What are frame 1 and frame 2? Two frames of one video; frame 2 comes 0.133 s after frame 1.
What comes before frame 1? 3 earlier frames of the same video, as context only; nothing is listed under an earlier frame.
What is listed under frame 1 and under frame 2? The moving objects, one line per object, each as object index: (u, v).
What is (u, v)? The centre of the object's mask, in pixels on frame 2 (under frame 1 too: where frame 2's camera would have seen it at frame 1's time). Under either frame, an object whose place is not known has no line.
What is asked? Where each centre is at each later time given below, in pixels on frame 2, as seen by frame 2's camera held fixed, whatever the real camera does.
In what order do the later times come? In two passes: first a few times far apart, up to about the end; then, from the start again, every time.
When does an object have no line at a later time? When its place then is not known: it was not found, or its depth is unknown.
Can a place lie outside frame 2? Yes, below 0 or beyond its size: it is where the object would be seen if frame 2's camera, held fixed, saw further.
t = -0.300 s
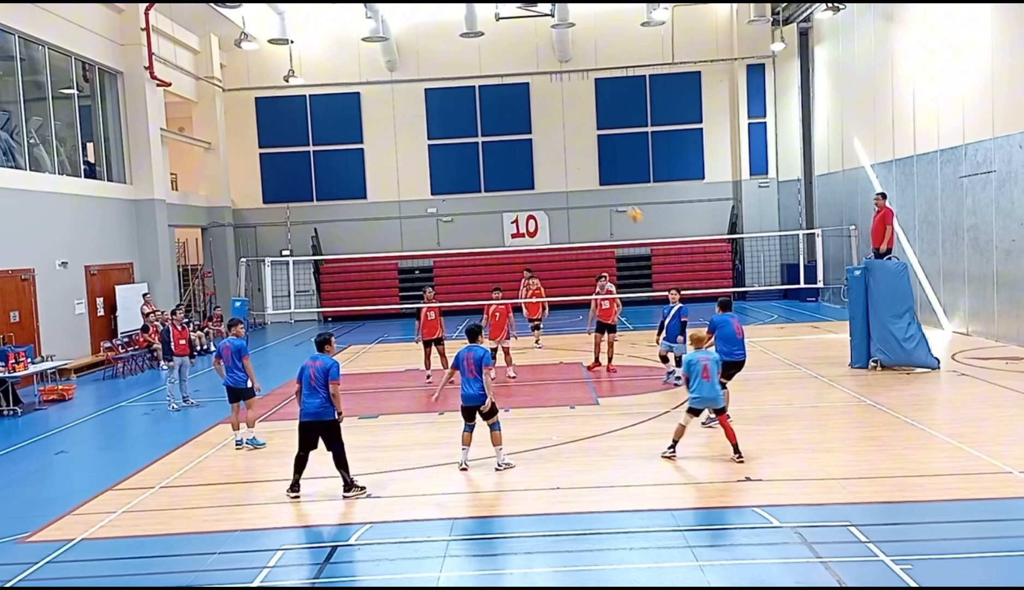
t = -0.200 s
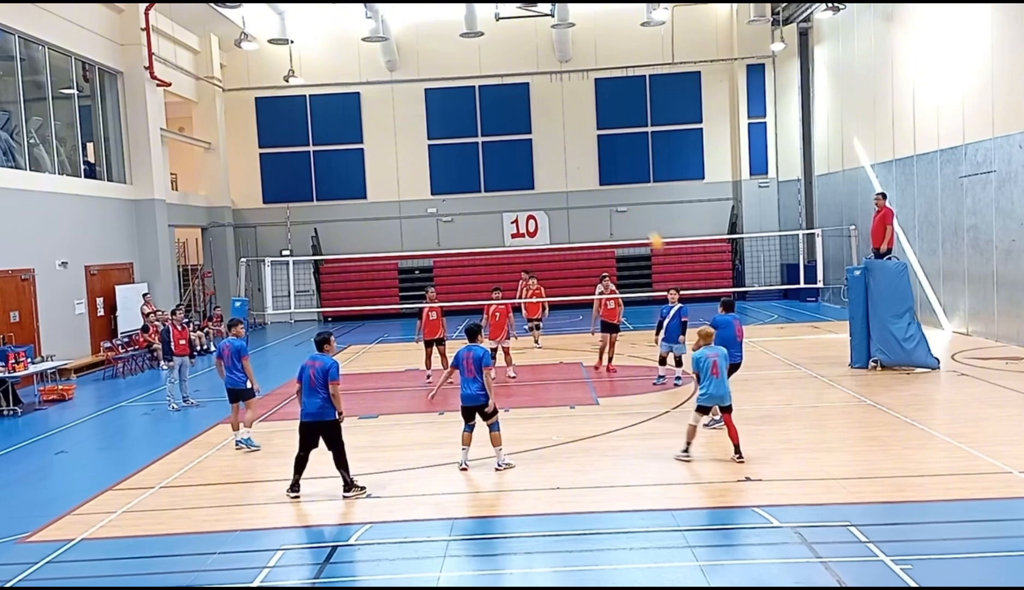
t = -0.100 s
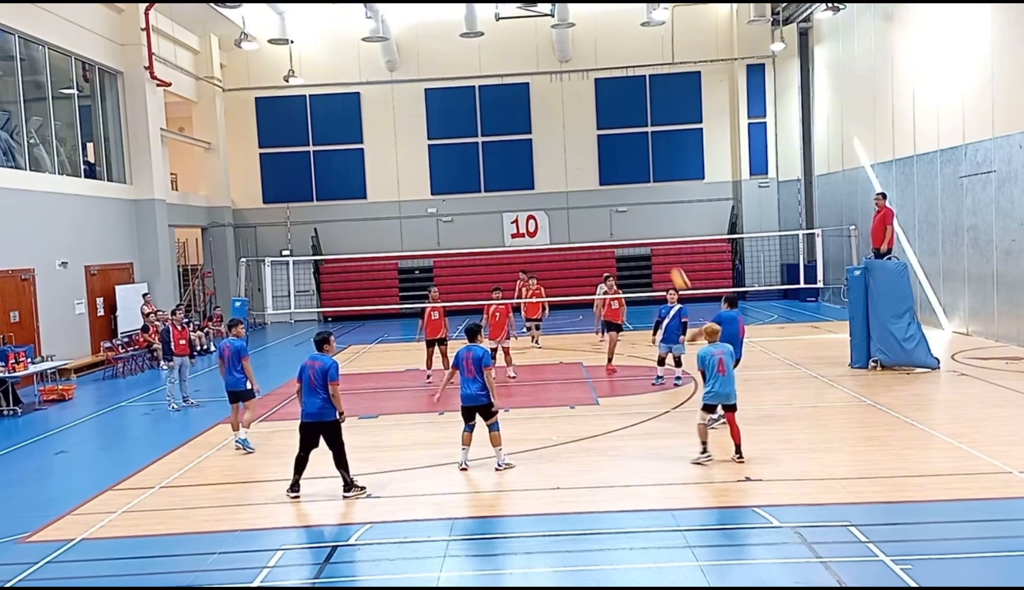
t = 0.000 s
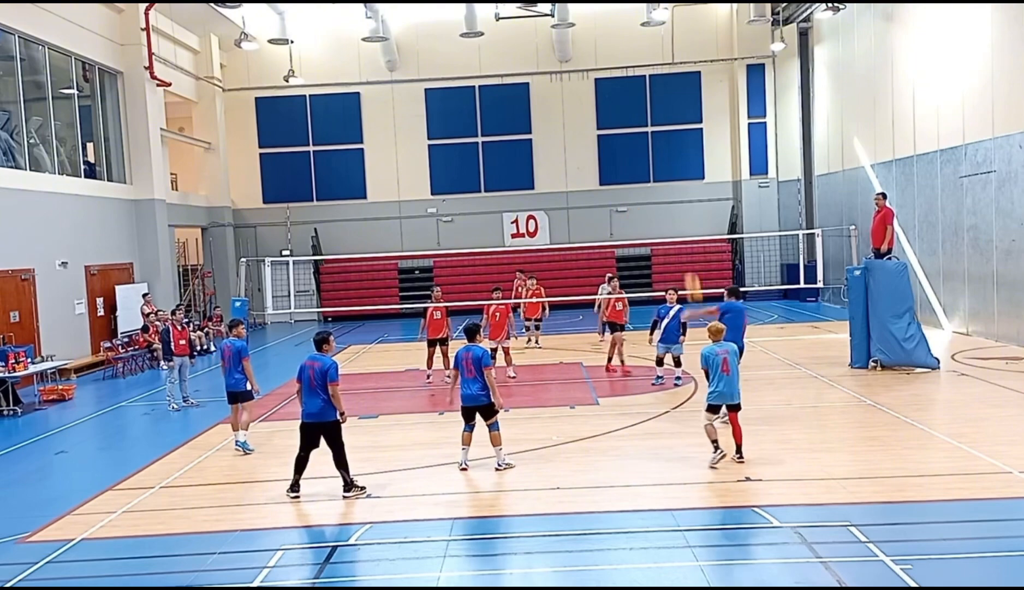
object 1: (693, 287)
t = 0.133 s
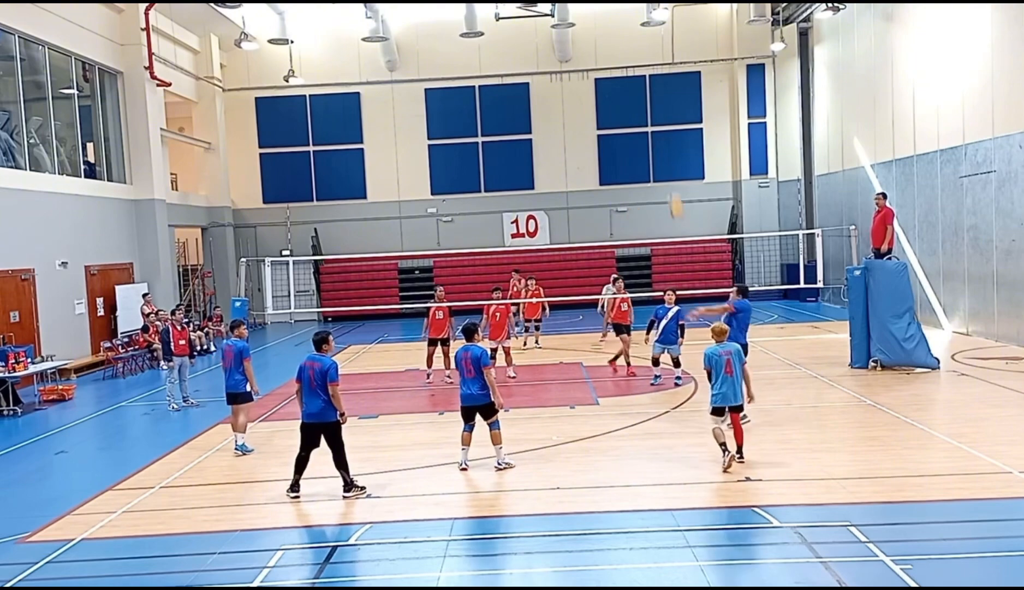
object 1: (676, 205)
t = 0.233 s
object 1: (664, 154)
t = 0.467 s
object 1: (639, 62)
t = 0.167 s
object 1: (671, 186)
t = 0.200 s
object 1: (668, 169)
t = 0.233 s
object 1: (664, 154)
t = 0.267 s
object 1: (661, 140)
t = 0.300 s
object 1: (657, 124)
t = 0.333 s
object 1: (653, 109)
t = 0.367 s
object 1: (650, 97)
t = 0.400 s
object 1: (646, 85)
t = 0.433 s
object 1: (643, 75)
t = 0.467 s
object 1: (639, 62)
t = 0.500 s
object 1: (635, 52)
